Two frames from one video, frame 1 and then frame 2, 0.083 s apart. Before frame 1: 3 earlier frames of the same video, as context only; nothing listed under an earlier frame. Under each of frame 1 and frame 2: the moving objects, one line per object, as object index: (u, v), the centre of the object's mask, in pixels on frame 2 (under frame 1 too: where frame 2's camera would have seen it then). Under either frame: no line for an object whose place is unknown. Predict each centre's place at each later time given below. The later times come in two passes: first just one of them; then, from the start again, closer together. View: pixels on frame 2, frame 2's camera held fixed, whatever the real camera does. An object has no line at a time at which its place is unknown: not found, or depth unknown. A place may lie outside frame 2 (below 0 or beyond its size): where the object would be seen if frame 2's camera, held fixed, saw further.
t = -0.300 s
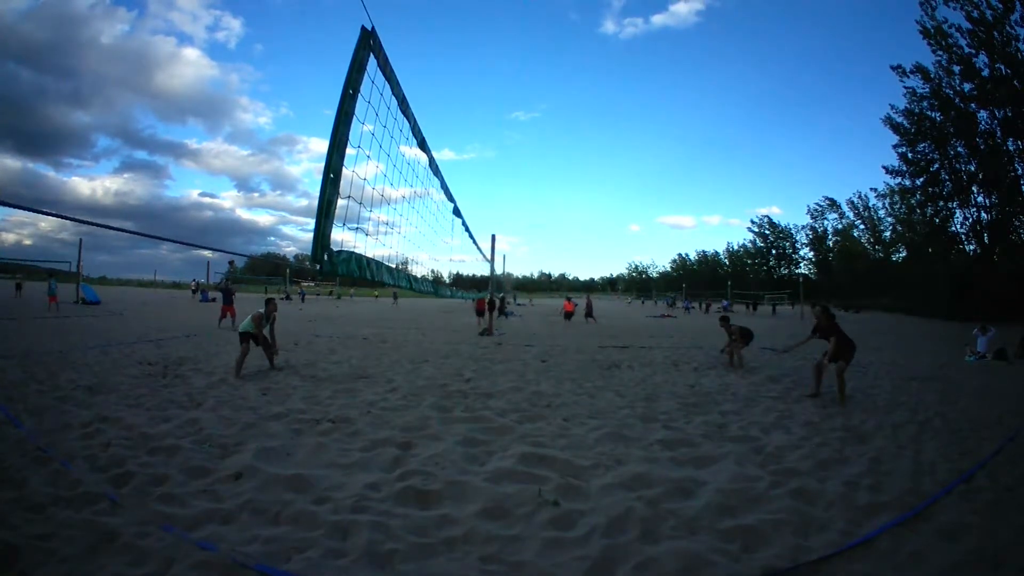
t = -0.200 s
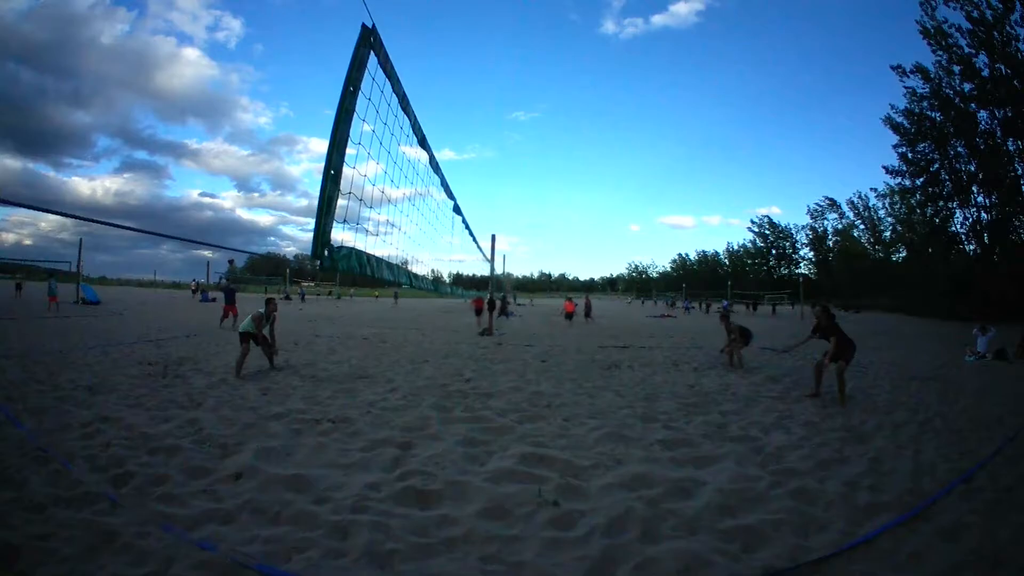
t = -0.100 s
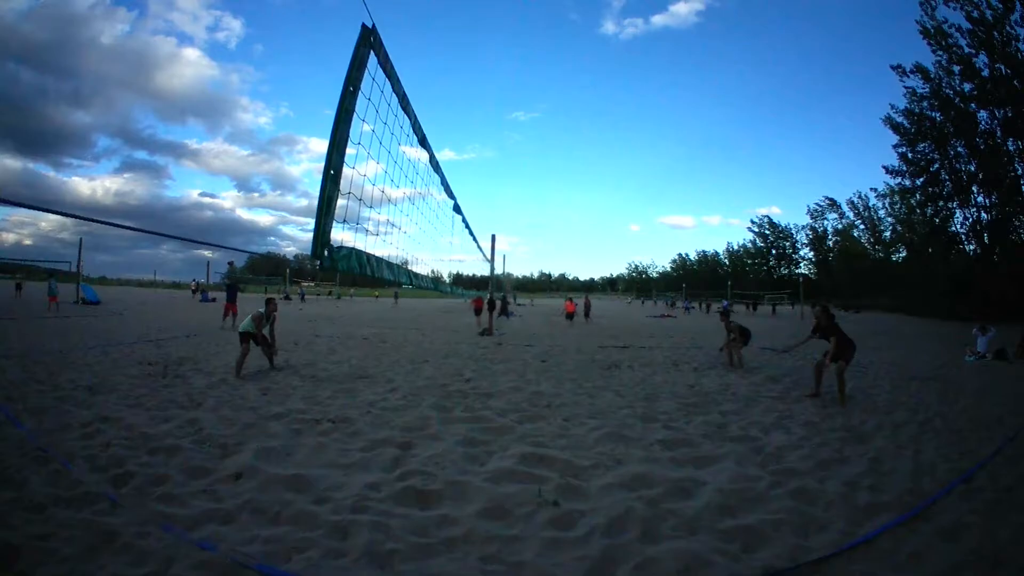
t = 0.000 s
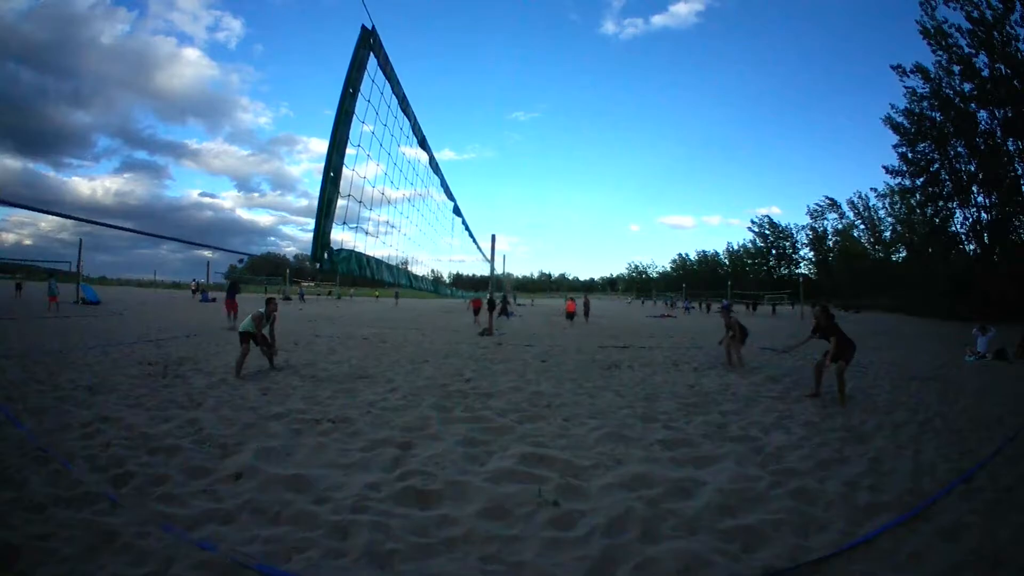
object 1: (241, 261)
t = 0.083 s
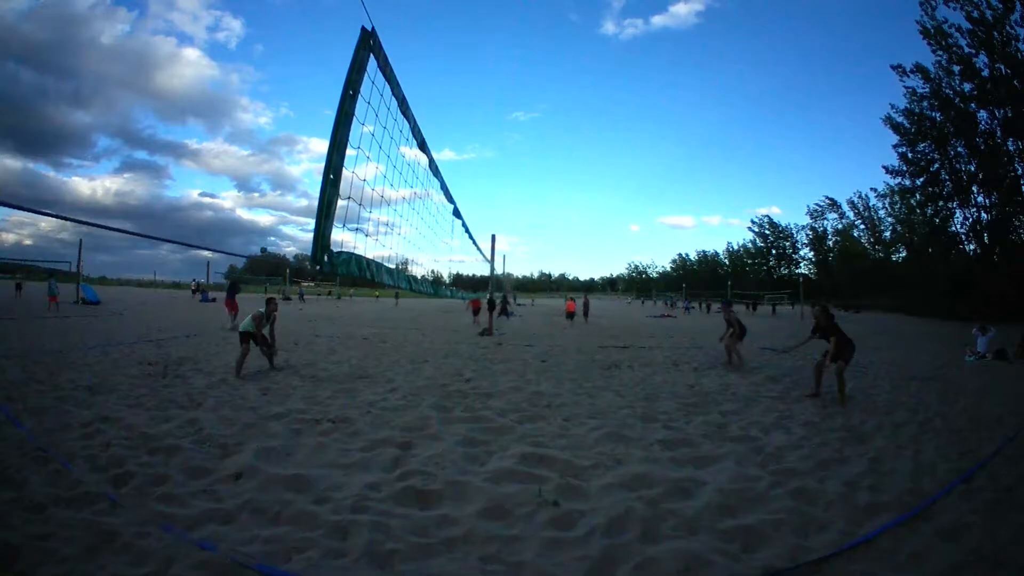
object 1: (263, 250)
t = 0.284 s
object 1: (332, 232)
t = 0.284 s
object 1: (332, 232)
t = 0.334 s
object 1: (350, 228)
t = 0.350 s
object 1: (357, 228)
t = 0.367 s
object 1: (364, 227)
